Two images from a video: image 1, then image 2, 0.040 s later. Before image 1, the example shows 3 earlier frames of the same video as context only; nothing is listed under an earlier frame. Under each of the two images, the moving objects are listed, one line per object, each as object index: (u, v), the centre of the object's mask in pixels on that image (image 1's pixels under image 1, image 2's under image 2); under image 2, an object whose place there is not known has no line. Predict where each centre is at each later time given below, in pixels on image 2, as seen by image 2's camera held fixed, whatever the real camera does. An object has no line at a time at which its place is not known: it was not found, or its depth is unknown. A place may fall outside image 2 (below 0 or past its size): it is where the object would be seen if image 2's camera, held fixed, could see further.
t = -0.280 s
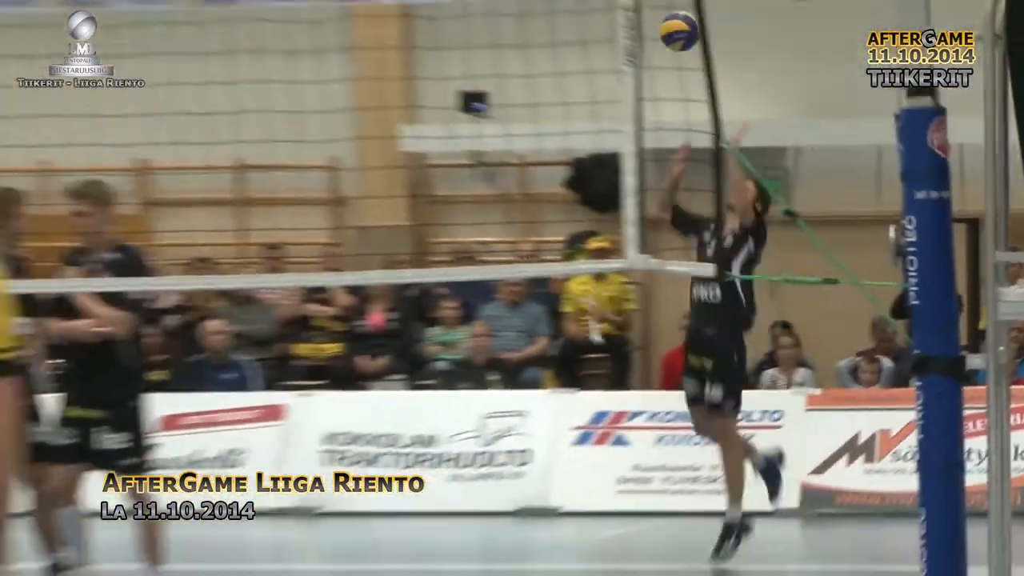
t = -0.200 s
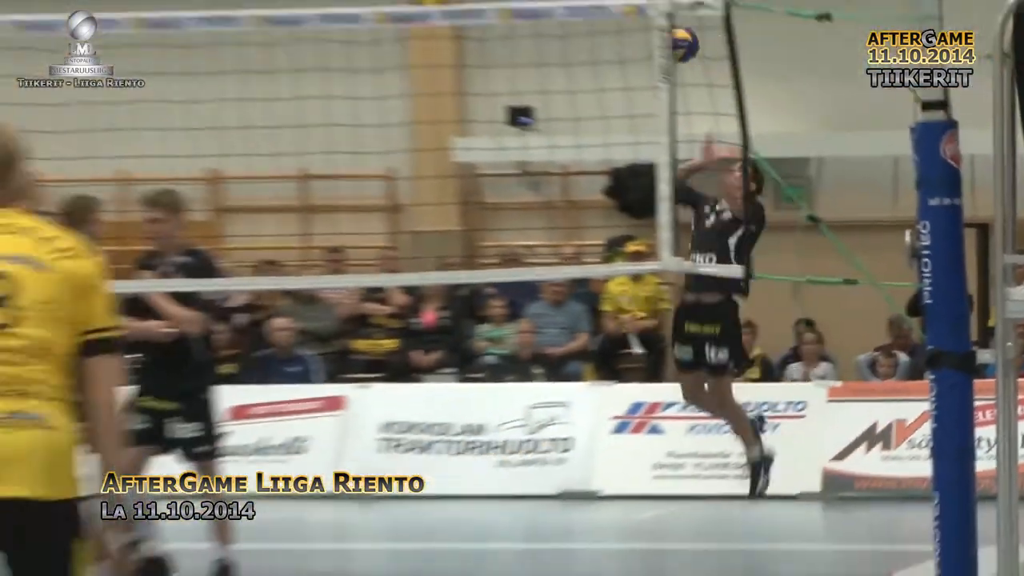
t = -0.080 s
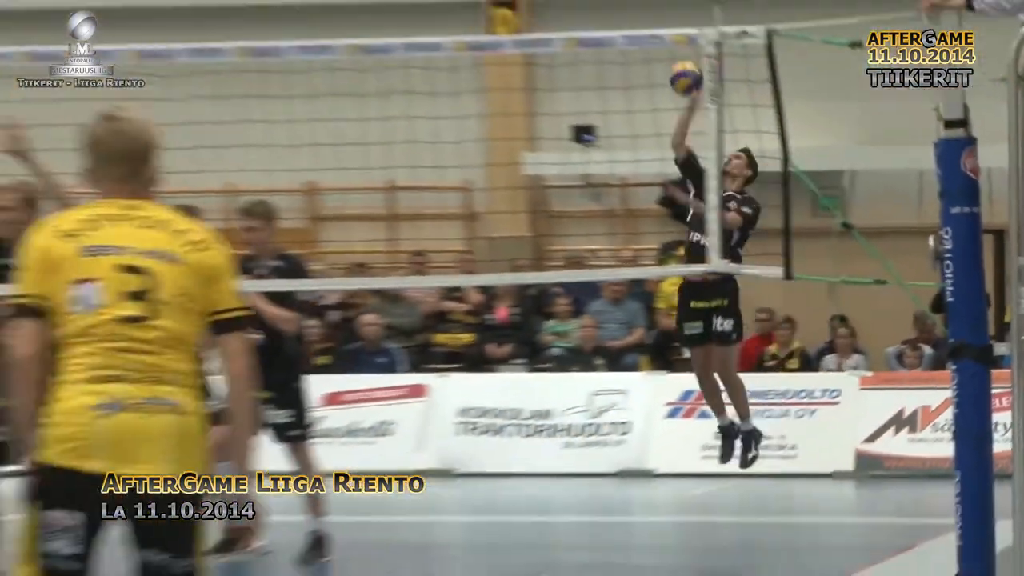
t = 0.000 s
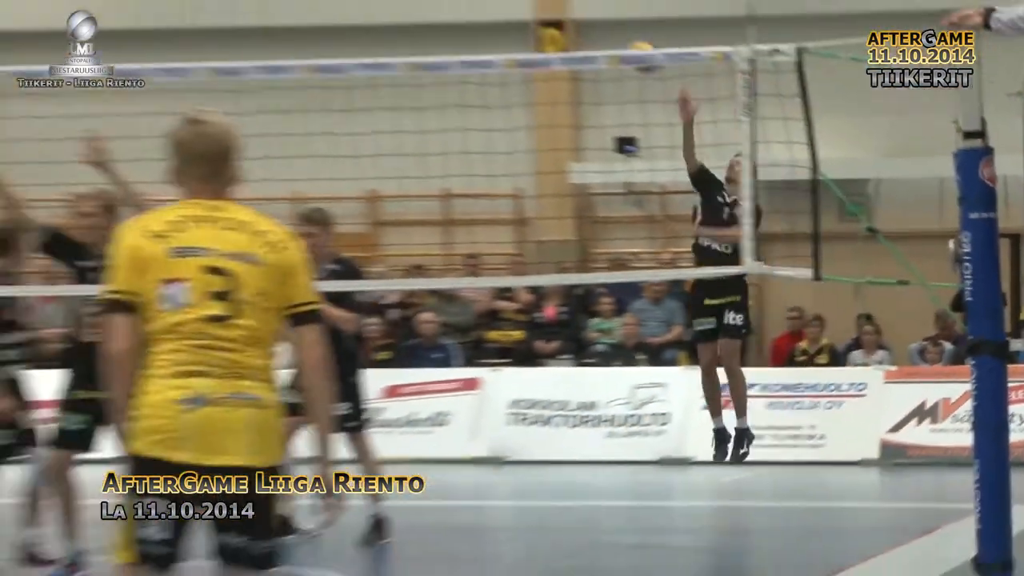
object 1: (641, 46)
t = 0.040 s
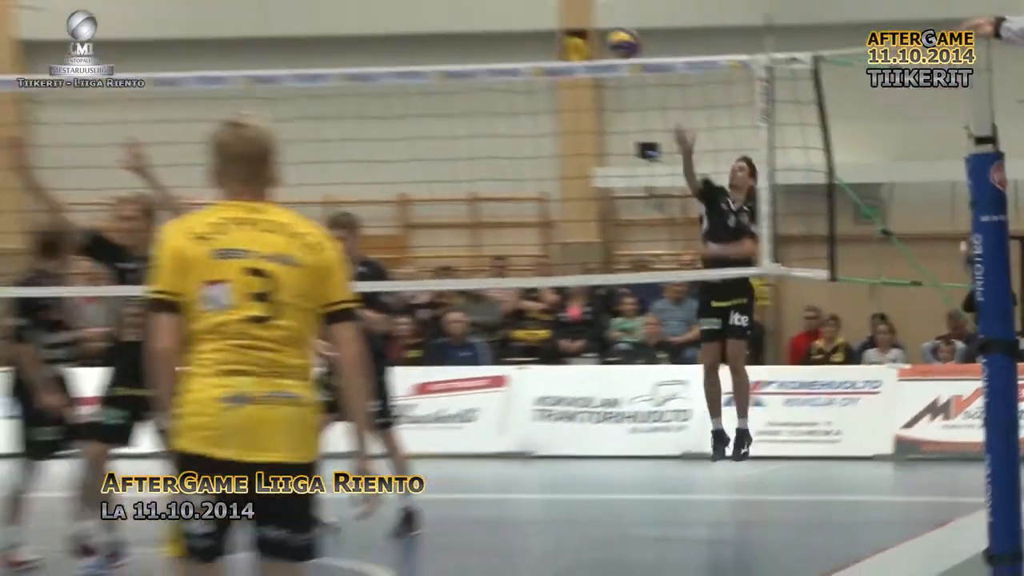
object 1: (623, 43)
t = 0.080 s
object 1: (578, 36)
